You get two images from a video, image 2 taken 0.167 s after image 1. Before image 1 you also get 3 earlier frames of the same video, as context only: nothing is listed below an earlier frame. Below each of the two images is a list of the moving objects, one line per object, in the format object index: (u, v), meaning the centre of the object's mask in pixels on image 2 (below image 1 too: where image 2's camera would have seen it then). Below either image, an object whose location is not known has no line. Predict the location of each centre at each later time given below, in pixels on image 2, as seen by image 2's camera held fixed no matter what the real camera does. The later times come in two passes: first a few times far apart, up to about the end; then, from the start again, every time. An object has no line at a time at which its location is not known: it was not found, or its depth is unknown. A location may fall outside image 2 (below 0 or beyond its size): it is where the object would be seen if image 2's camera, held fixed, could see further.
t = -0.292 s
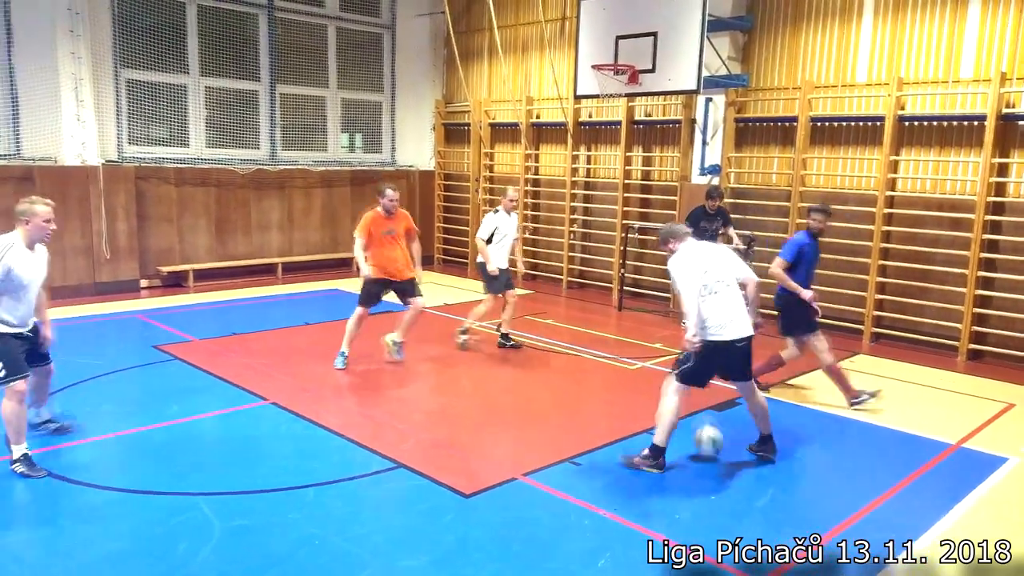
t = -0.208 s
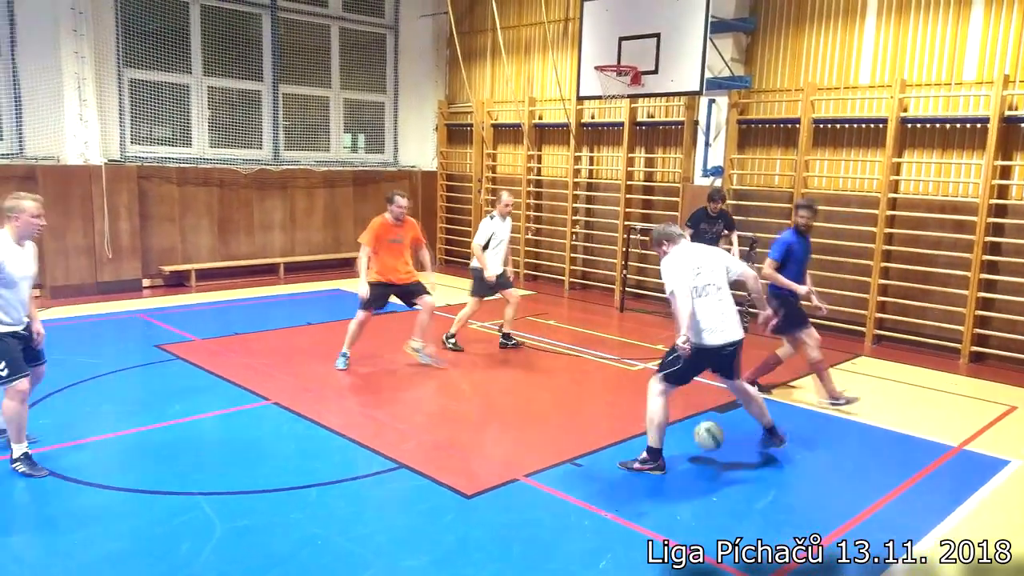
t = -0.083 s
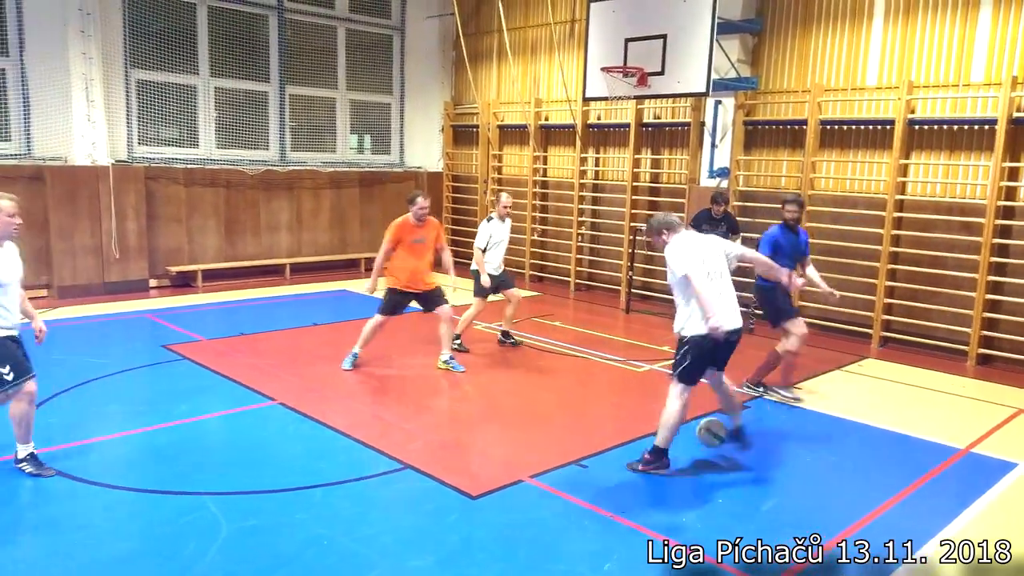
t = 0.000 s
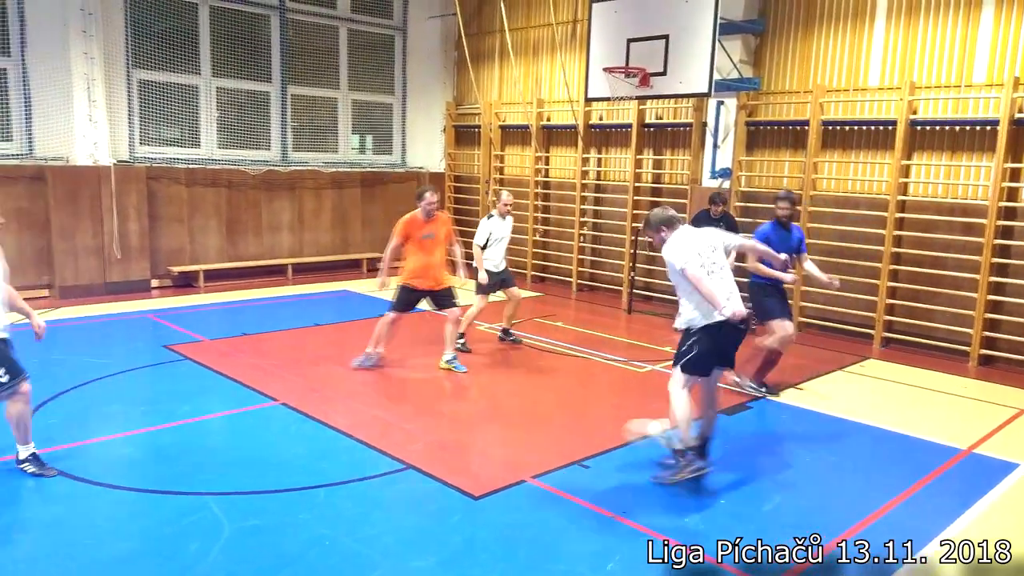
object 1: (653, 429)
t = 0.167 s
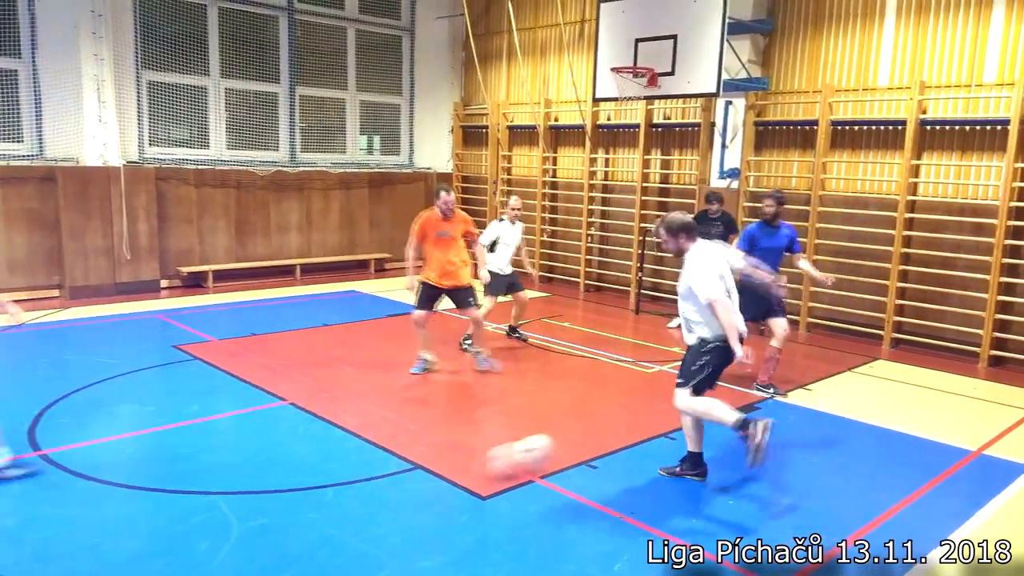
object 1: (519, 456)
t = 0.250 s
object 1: (454, 460)
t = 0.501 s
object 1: (282, 474)
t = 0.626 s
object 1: (204, 479)
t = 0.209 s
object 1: (480, 461)
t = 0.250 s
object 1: (454, 460)
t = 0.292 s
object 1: (431, 460)
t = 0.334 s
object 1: (394, 463)
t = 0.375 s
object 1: (368, 468)
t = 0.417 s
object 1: (337, 470)
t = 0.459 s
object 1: (313, 472)
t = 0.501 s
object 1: (282, 474)
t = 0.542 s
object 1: (259, 475)
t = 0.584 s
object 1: (230, 476)
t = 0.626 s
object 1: (204, 479)
